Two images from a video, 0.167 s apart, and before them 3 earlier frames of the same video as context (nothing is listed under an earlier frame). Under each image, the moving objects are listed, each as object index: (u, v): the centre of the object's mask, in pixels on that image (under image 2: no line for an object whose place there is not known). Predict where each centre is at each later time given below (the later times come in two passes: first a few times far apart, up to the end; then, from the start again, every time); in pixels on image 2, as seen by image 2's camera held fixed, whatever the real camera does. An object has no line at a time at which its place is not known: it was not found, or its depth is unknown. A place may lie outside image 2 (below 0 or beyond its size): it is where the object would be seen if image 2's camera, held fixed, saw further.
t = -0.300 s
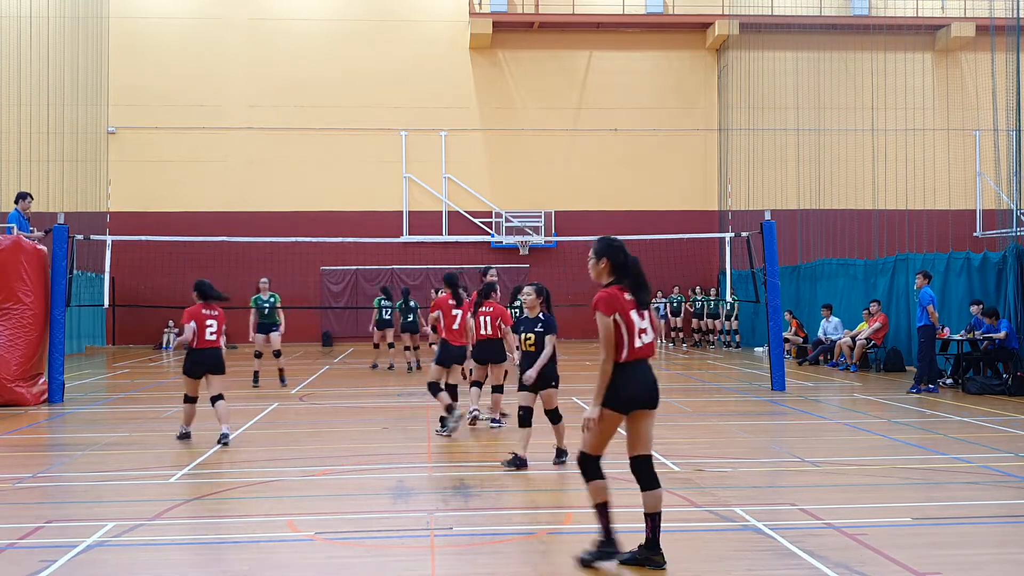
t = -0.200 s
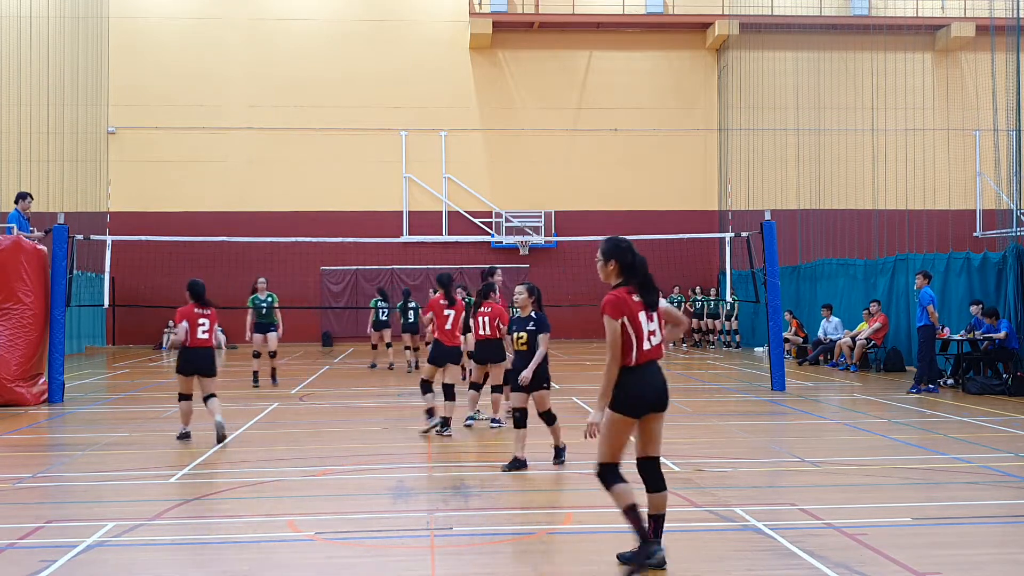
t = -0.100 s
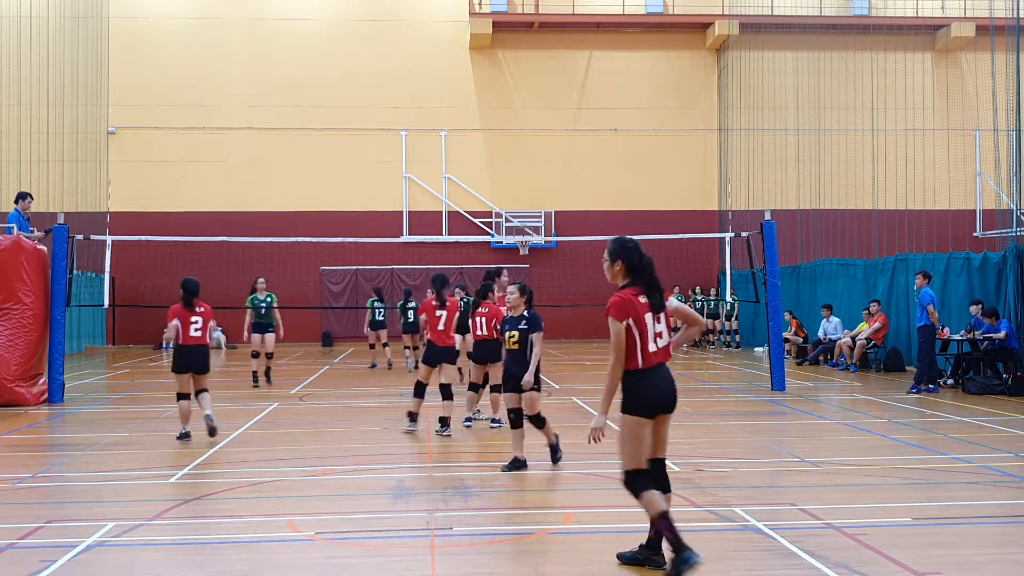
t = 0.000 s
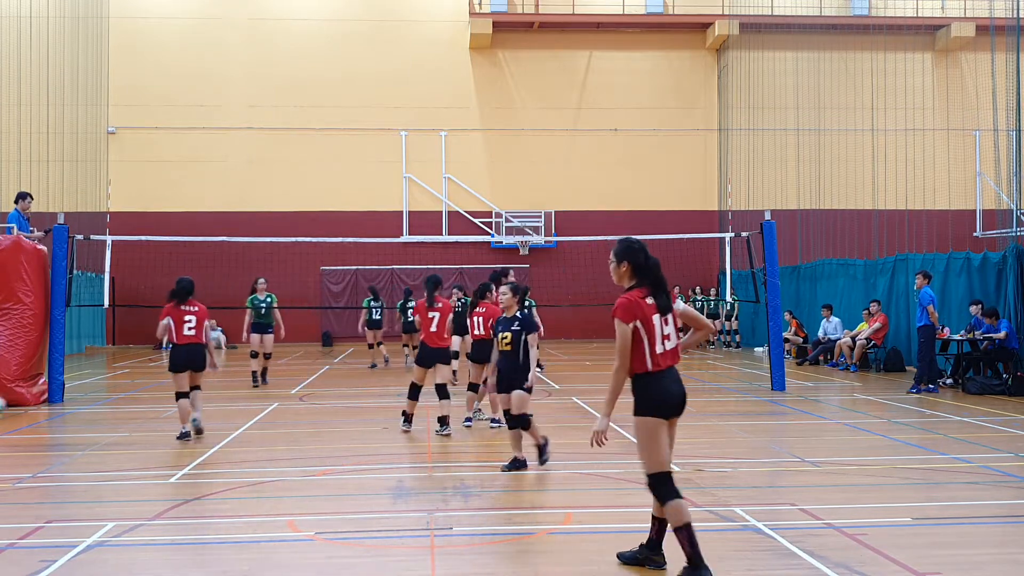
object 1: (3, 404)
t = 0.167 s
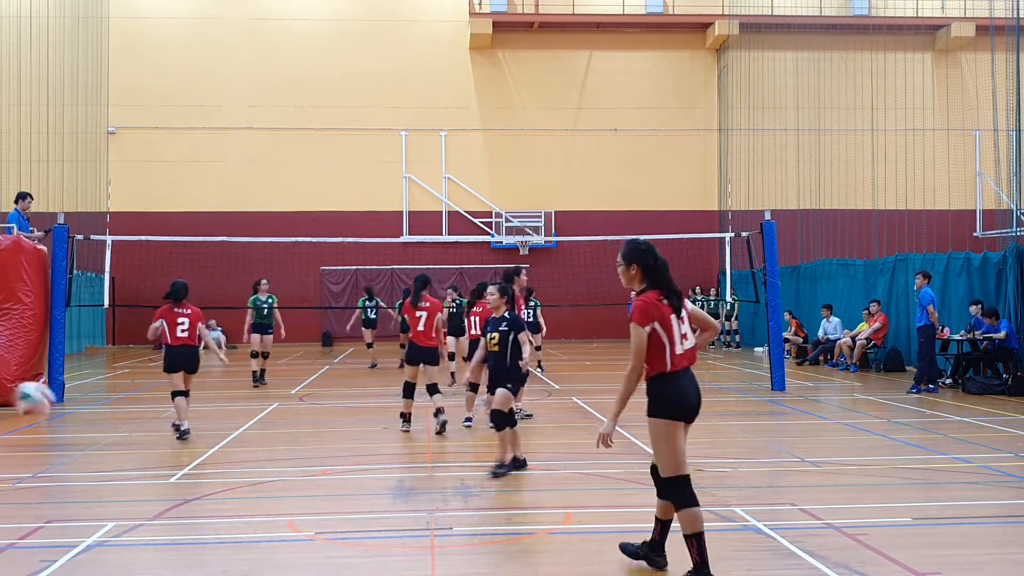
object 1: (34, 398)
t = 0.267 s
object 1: (64, 414)
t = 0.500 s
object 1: (138, 523)
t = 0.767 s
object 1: (227, 454)
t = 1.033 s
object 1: (321, 483)
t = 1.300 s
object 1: (421, 513)
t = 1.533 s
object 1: (510, 493)
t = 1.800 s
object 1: (623, 561)
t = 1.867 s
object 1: (650, 546)
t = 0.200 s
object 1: (43, 402)
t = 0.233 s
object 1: (54, 408)
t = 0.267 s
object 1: (64, 414)
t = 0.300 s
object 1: (73, 425)
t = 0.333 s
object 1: (85, 437)
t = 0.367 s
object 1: (96, 450)
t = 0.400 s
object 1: (106, 464)
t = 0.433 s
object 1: (117, 484)
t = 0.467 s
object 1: (125, 502)
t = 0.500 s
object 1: (138, 523)
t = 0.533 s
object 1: (151, 535)
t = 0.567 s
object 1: (161, 514)
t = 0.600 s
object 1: (171, 502)
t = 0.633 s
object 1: (182, 489)
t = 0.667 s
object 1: (193, 477)
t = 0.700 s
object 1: (204, 468)
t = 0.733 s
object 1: (217, 460)
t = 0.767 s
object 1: (227, 454)
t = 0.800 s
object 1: (239, 450)
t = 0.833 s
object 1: (250, 448)
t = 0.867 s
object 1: (262, 449)
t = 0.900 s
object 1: (272, 451)
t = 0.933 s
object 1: (284, 456)
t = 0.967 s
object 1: (296, 461)
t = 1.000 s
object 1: (308, 470)
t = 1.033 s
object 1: (321, 483)
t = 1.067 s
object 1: (331, 496)
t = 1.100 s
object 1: (343, 507)
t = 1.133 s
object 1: (356, 525)
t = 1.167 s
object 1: (370, 548)
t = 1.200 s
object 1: (381, 557)
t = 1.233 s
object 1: (393, 539)
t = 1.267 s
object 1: (408, 525)
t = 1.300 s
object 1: (421, 513)
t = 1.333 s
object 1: (433, 506)
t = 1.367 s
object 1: (444, 500)
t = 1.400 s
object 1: (457, 492)
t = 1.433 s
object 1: (472, 489)
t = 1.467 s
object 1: (485, 488)
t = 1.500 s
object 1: (497, 490)
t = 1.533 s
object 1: (510, 493)
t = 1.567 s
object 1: (524, 499)
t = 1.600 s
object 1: (536, 507)
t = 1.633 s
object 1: (550, 518)
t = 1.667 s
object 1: (562, 533)
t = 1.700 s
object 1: (578, 548)
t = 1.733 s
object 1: (591, 559)
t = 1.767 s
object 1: (607, 566)
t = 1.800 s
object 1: (623, 561)
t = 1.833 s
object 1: (635, 554)
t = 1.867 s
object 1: (650, 546)
